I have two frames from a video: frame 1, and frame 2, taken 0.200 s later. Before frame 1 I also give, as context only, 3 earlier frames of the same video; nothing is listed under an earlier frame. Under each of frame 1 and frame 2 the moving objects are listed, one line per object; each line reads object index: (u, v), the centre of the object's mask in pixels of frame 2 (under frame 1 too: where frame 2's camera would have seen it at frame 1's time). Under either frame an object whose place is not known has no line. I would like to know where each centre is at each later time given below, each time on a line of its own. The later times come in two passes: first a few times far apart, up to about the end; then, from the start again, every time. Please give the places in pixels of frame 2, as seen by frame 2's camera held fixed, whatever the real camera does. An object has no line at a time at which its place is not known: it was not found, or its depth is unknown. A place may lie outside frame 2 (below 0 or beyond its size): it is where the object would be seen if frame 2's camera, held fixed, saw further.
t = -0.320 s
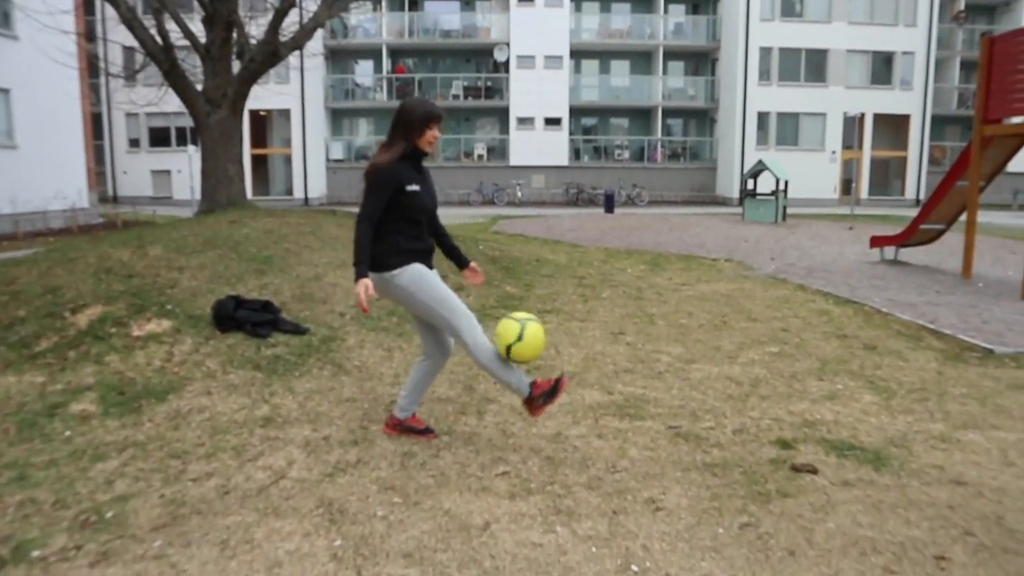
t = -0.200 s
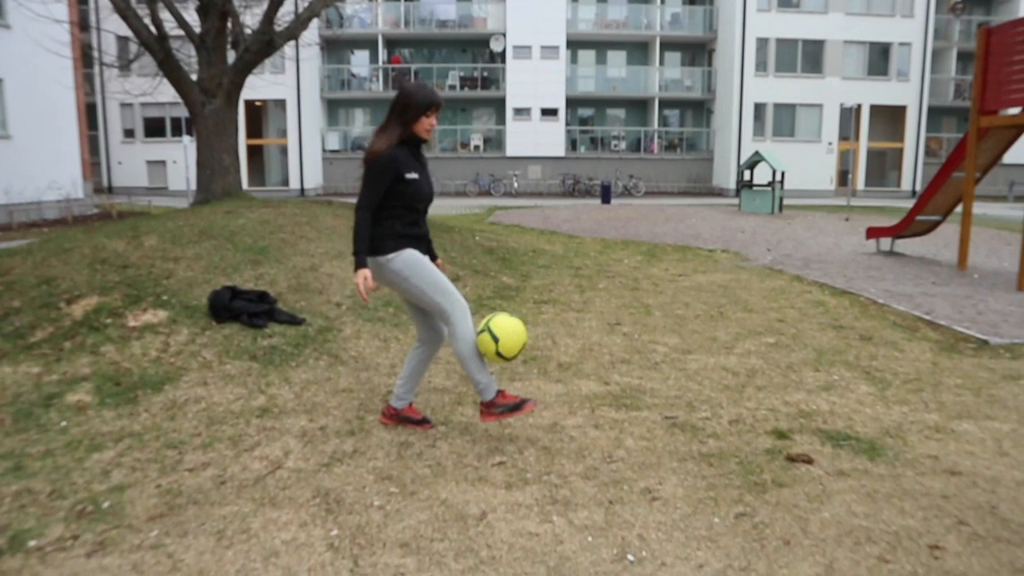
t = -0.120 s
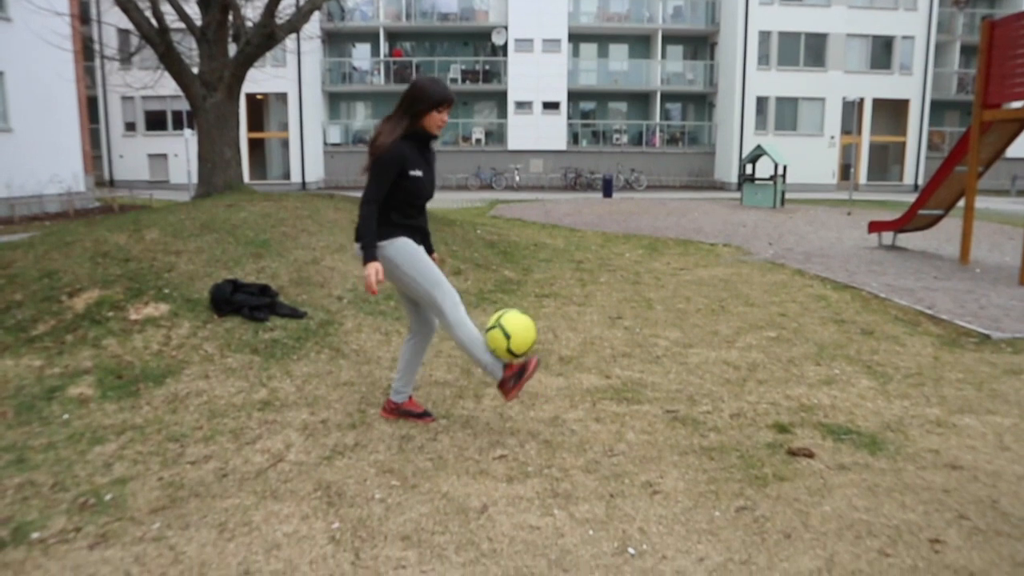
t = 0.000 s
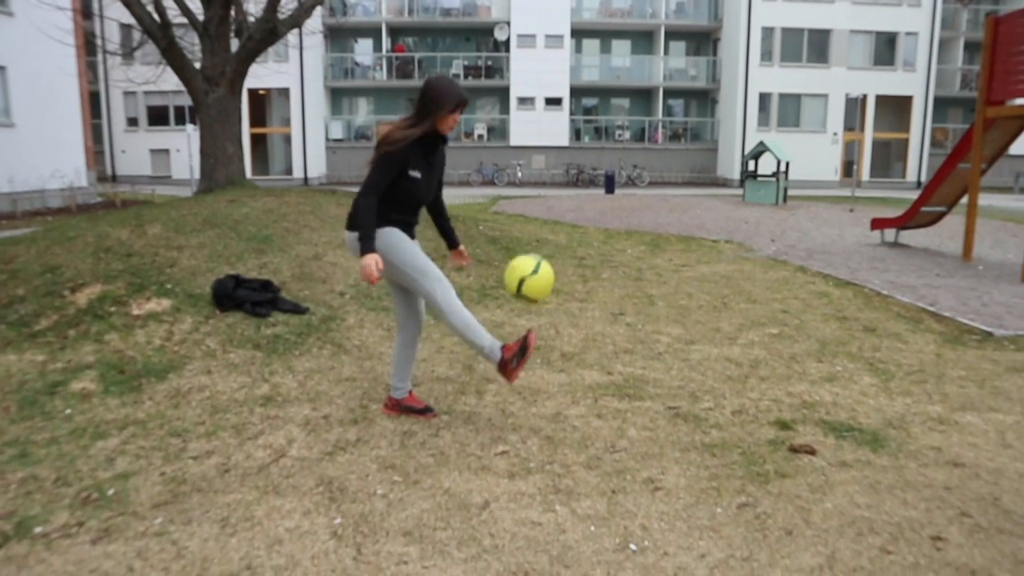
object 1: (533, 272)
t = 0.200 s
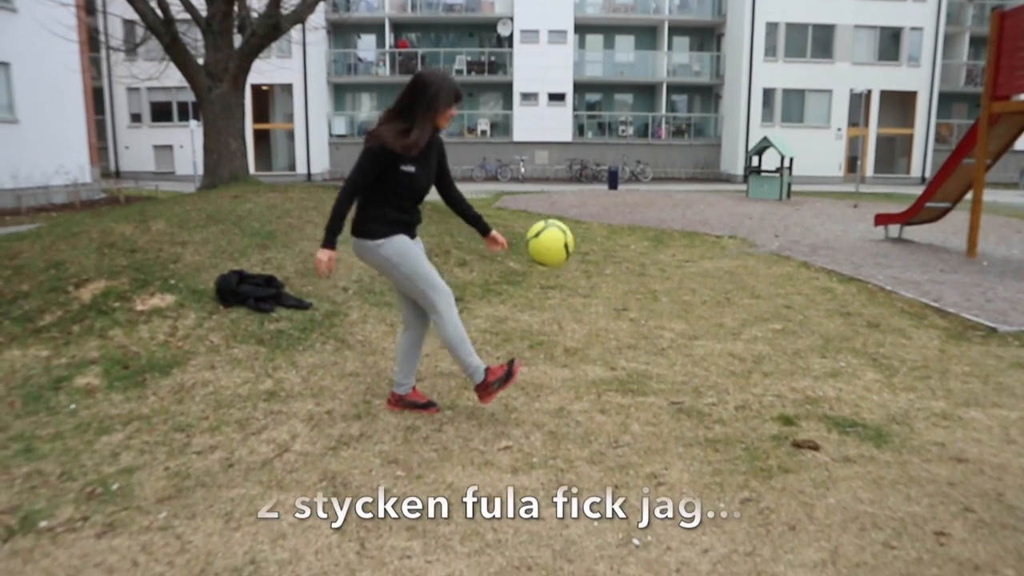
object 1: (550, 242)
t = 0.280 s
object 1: (556, 254)
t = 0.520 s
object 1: (570, 359)
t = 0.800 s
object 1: (600, 315)
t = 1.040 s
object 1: (621, 366)
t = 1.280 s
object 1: (644, 347)
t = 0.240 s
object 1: (553, 246)
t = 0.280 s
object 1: (556, 254)
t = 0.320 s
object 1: (558, 265)
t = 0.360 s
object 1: (561, 278)
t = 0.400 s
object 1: (563, 294)
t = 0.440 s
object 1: (566, 313)
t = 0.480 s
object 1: (568, 334)
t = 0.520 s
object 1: (570, 359)
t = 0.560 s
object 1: (573, 369)
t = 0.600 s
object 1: (578, 353)
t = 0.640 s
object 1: (582, 338)
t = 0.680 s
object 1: (587, 328)
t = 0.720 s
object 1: (591, 321)
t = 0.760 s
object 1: (596, 317)
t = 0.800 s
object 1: (600, 315)
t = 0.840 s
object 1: (604, 316)
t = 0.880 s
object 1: (608, 320)
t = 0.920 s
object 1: (612, 328)
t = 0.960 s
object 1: (615, 338)
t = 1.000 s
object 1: (619, 351)
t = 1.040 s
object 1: (621, 366)
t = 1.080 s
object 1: (626, 357)
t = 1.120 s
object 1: (630, 349)
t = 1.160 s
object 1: (634, 344)
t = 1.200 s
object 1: (637, 342)
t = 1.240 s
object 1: (640, 343)
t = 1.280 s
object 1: (644, 347)
